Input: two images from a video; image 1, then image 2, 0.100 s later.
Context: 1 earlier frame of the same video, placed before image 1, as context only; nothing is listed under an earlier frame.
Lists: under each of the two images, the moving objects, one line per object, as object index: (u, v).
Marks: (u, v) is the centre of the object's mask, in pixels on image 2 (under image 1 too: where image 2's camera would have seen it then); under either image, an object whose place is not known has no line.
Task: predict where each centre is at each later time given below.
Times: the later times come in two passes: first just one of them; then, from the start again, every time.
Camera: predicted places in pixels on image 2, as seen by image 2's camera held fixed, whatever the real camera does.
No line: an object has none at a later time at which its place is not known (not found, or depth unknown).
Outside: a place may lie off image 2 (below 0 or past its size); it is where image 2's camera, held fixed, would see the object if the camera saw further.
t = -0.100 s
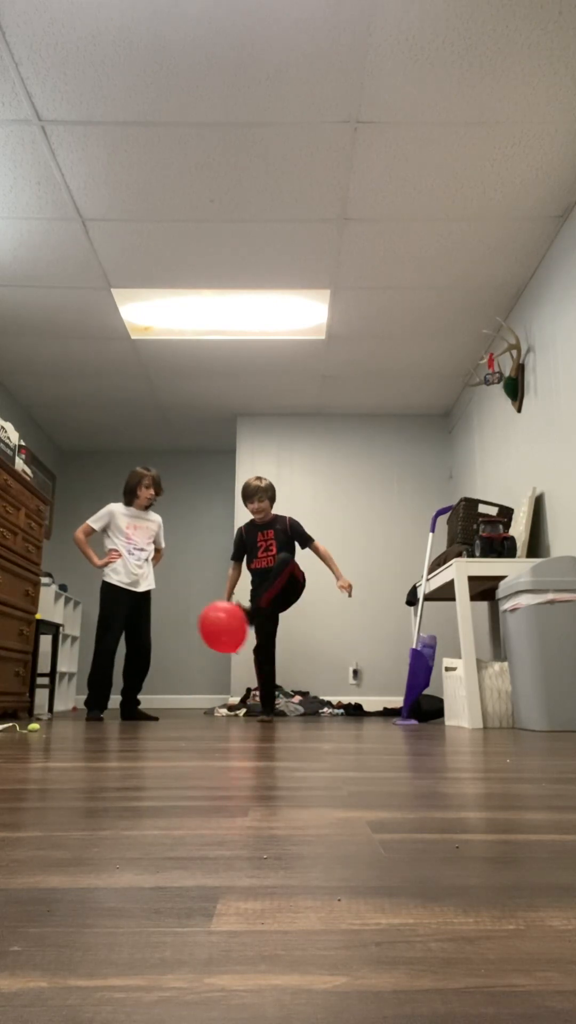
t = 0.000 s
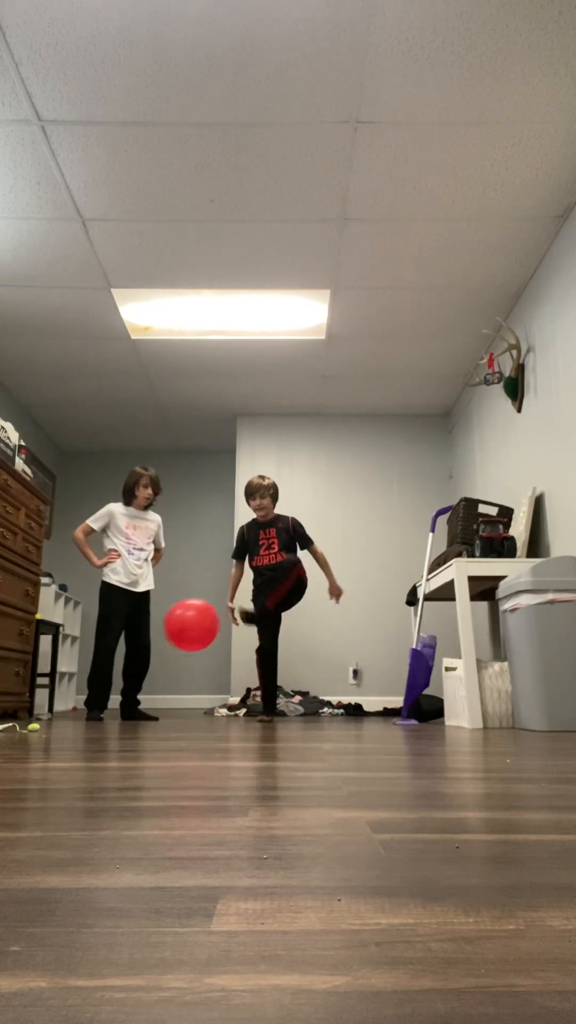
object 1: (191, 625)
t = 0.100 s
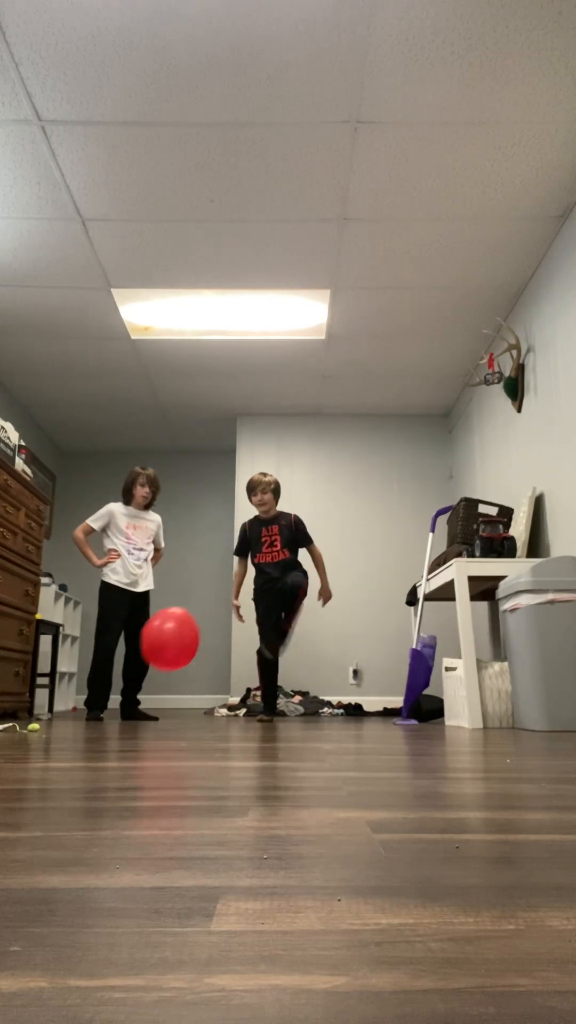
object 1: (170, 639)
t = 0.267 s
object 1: (142, 680)
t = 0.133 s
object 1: (164, 646)
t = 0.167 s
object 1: (158, 654)
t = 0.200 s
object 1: (152, 662)
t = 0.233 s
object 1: (147, 671)
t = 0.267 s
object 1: (142, 680)
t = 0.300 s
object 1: (138, 690)
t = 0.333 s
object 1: (133, 700)
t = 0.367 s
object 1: (130, 693)
